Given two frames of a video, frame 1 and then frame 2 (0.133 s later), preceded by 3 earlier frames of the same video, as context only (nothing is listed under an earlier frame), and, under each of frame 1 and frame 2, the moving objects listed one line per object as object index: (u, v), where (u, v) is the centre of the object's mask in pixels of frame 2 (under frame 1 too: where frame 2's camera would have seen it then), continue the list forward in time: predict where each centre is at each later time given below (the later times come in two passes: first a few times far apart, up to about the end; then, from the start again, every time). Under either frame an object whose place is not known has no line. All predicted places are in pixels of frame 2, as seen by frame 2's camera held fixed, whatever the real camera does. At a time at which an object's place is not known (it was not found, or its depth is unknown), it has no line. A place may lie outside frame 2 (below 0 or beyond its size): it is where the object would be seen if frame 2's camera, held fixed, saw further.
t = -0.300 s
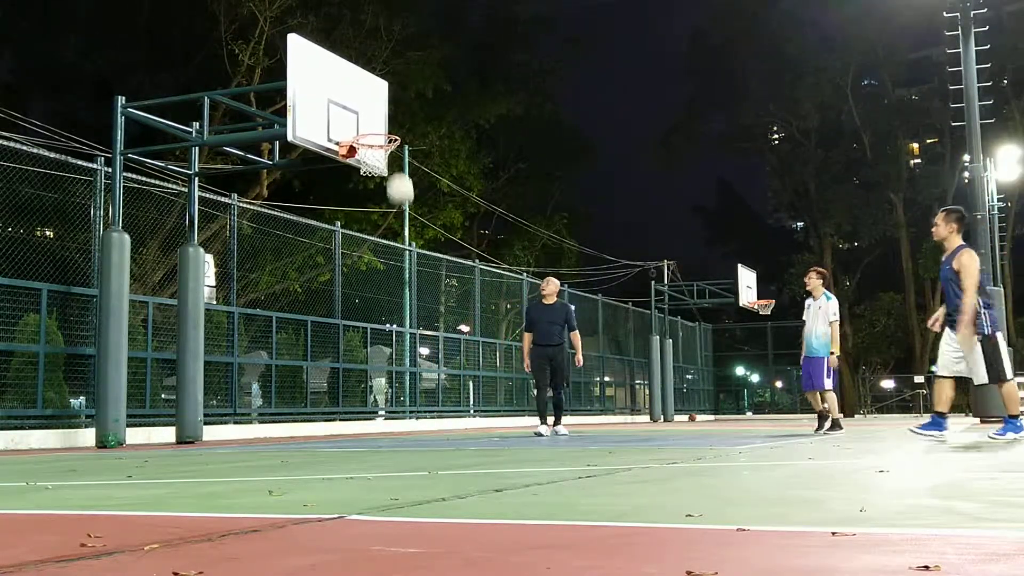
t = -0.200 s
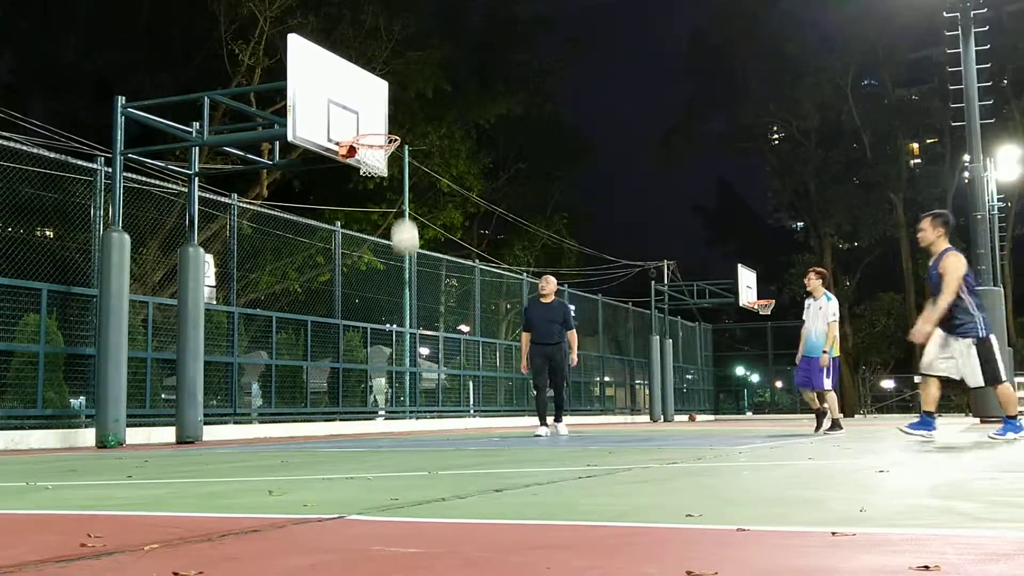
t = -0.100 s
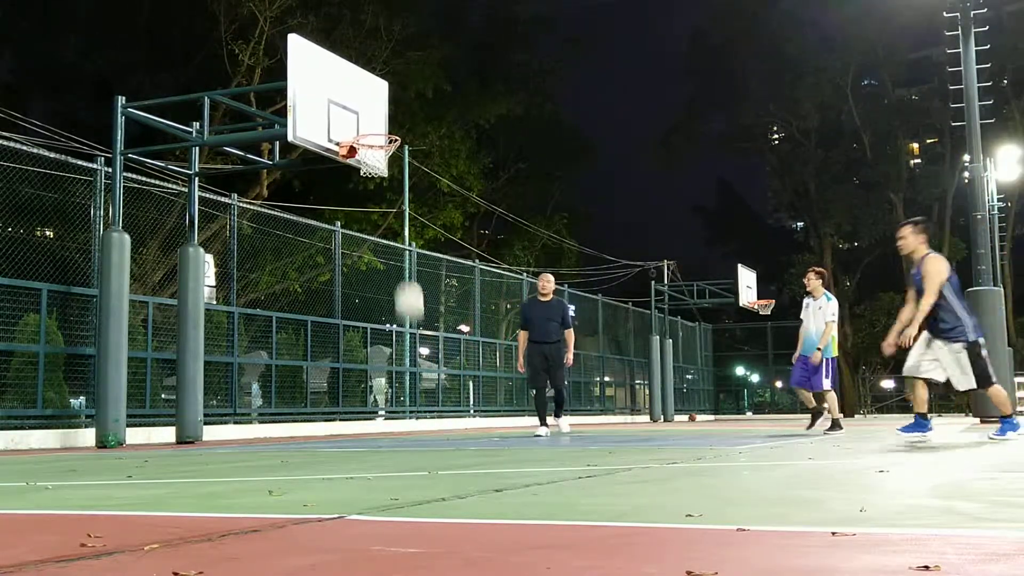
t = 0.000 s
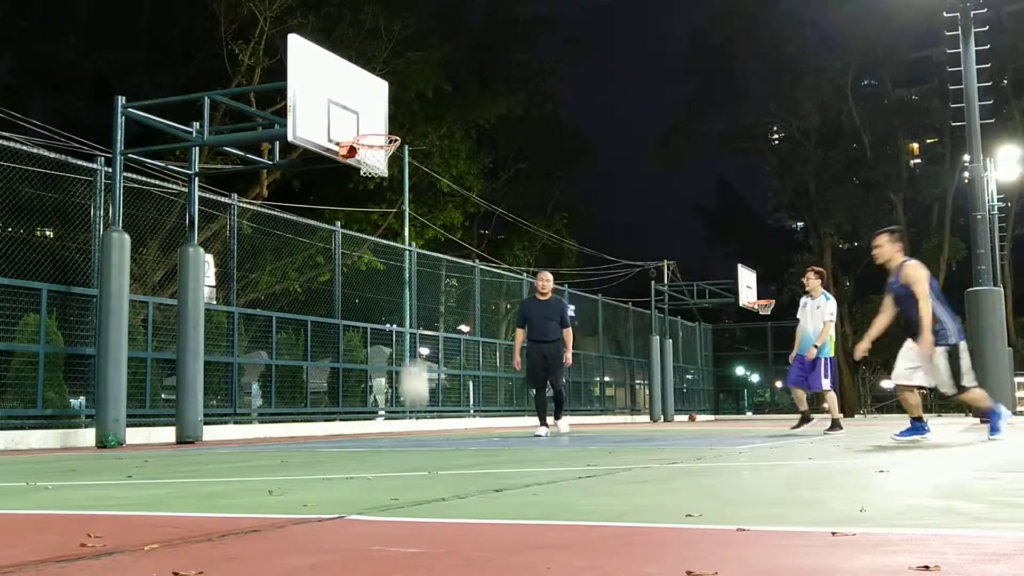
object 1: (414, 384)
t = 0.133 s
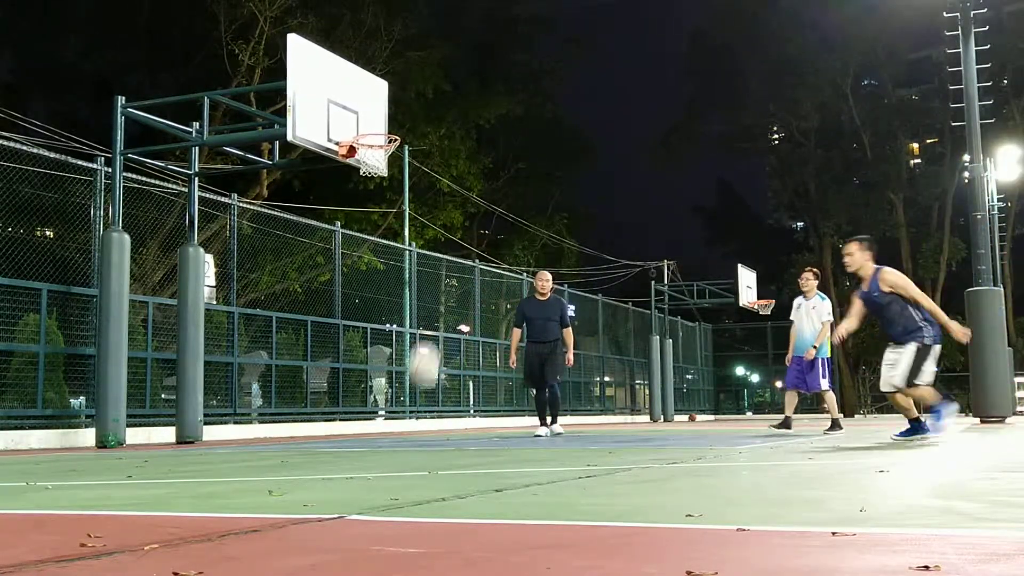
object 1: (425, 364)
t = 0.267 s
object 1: (436, 271)
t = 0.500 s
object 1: (459, 145)
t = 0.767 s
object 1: (491, 78)
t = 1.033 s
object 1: (531, 120)
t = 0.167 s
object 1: (427, 338)
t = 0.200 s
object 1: (430, 313)
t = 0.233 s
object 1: (433, 292)
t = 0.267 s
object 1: (436, 271)
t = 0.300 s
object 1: (439, 247)
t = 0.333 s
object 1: (442, 228)
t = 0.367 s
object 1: (446, 209)
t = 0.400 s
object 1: (449, 191)
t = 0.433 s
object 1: (452, 174)
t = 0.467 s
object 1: (456, 159)
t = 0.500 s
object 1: (459, 145)
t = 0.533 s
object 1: (463, 132)
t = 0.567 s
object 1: (466, 120)
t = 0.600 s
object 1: (470, 109)
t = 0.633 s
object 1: (474, 101)
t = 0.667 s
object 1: (478, 93)
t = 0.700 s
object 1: (482, 86)
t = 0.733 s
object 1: (486, 82)
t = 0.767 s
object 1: (491, 78)
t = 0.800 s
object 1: (495, 77)
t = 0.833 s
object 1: (500, 77)
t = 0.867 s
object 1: (505, 80)
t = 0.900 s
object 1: (510, 83)
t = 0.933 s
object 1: (515, 89)
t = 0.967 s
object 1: (520, 97)
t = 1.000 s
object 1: (526, 108)
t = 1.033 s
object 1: (531, 120)
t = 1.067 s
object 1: (537, 135)
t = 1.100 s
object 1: (543, 152)
